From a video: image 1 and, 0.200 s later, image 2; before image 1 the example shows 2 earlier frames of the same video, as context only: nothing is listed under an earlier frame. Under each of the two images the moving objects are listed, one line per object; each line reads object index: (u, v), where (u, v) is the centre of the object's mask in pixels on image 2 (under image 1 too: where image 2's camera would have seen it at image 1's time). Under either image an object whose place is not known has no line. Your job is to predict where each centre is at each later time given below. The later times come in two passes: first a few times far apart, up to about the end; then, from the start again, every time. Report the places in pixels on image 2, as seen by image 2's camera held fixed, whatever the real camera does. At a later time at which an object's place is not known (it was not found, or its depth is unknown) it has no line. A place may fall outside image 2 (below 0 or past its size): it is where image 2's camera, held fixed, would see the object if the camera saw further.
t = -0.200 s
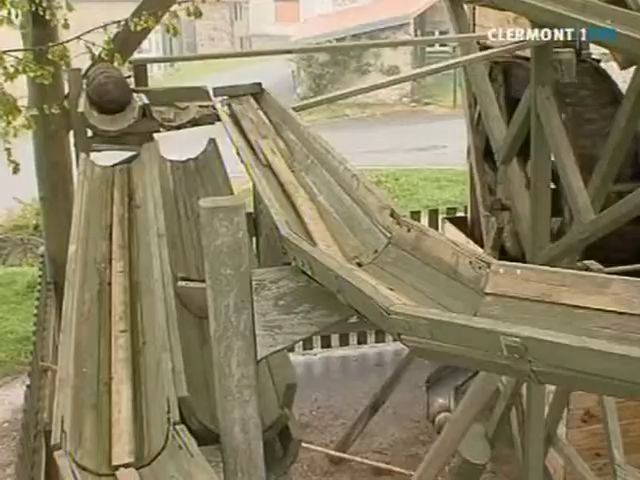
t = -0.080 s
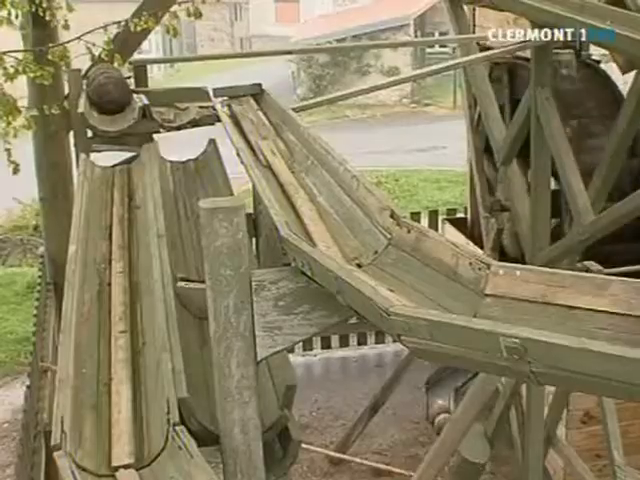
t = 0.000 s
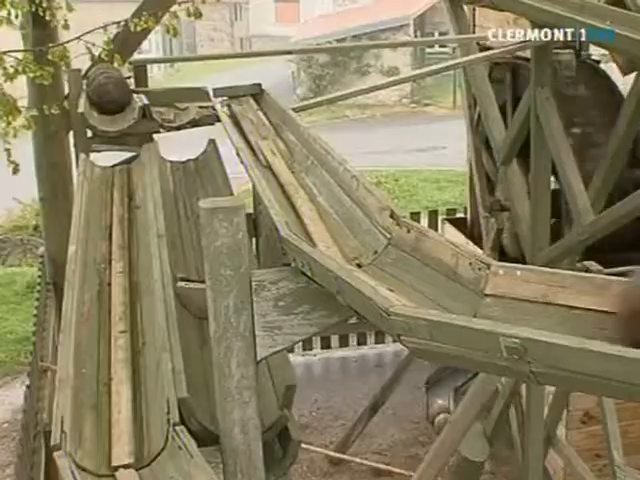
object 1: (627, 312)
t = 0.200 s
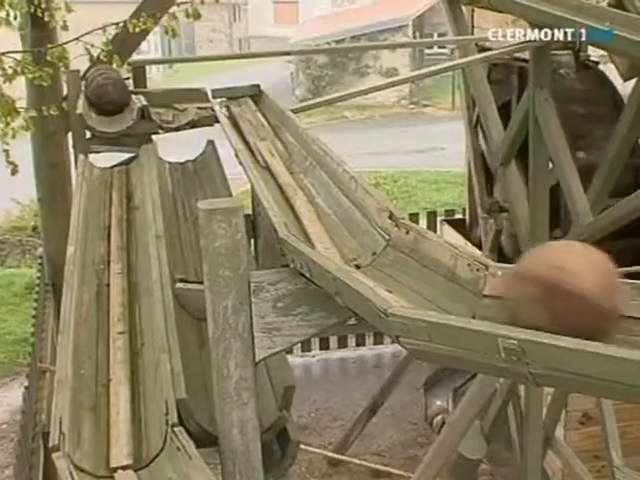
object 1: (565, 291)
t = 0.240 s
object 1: (547, 287)
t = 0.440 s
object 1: (454, 271)
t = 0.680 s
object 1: (405, 252)
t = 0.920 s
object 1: (378, 236)
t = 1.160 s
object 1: (351, 222)
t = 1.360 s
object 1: (342, 213)
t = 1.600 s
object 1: (331, 199)
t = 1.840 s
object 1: (322, 187)
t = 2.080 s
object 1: (312, 175)
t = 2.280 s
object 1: (304, 164)
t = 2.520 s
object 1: (295, 154)
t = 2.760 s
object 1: (285, 144)
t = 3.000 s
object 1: (275, 133)
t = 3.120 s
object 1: (271, 129)
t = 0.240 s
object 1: (547, 287)
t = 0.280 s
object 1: (528, 285)
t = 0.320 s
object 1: (509, 280)
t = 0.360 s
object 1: (490, 276)
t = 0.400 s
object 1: (472, 274)
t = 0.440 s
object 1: (454, 271)
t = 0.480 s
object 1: (439, 267)
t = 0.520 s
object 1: (424, 263)
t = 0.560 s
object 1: (416, 260)
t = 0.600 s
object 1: (411, 257)
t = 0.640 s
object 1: (407, 254)
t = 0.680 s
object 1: (405, 252)
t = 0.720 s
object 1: (402, 250)
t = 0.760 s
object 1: (397, 247)
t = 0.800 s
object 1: (393, 244)
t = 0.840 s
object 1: (388, 242)
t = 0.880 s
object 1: (383, 239)
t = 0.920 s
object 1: (378, 236)
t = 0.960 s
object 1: (373, 234)
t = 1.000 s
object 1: (368, 231)
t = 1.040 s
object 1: (364, 228)
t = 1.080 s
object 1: (359, 226)
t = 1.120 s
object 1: (357, 224)
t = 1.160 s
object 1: (351, 222)
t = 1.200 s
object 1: (349, 220)
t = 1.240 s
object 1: (346, 218)
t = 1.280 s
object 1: (345, 217)
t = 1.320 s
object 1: (344, 215)
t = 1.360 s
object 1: (342, 213)
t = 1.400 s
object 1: (340, 212)
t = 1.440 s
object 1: (337, 208)
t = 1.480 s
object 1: (336, 206)
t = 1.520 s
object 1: (334, 203)
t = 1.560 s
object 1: (333, 201)
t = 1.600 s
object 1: (331, 199)
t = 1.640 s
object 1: (330, 196)
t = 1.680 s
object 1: (328, 195)
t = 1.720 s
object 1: (326, 192)
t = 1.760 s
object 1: (325, 191)
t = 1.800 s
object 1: (323, 189)
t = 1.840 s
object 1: (322, 187)
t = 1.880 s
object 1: (320, 185)
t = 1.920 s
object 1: (319, 184)
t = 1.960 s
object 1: (317, 181)
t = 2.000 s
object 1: (315, 179)
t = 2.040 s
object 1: (313, 176)
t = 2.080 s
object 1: (312, 175)
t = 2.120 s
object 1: (310, 173)
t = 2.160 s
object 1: (308, 171)
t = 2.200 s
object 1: (307, 169)
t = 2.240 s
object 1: (306, 166)
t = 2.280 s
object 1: (304, 164)
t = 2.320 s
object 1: (302, 163)
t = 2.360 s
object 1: (301, 161)
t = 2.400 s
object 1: (300, 159)
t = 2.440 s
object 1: (298, 158)
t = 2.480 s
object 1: (297, 156)
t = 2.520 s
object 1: (295, 154)
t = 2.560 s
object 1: (293, 153)
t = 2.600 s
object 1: (292, 151)
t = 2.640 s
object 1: (290, 150)
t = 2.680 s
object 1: (288, 148)
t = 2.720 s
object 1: (287, 146)
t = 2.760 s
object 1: (285, 144)
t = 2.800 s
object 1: (284, 143)
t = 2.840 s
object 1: (282, 142)
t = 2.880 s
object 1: (281, 140)
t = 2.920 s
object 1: (279, 138)
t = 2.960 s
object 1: (276, 135)
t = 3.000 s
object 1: (275, 133)
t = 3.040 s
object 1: (274, 132)
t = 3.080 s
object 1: (273, 131)
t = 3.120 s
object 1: (271, 129)
